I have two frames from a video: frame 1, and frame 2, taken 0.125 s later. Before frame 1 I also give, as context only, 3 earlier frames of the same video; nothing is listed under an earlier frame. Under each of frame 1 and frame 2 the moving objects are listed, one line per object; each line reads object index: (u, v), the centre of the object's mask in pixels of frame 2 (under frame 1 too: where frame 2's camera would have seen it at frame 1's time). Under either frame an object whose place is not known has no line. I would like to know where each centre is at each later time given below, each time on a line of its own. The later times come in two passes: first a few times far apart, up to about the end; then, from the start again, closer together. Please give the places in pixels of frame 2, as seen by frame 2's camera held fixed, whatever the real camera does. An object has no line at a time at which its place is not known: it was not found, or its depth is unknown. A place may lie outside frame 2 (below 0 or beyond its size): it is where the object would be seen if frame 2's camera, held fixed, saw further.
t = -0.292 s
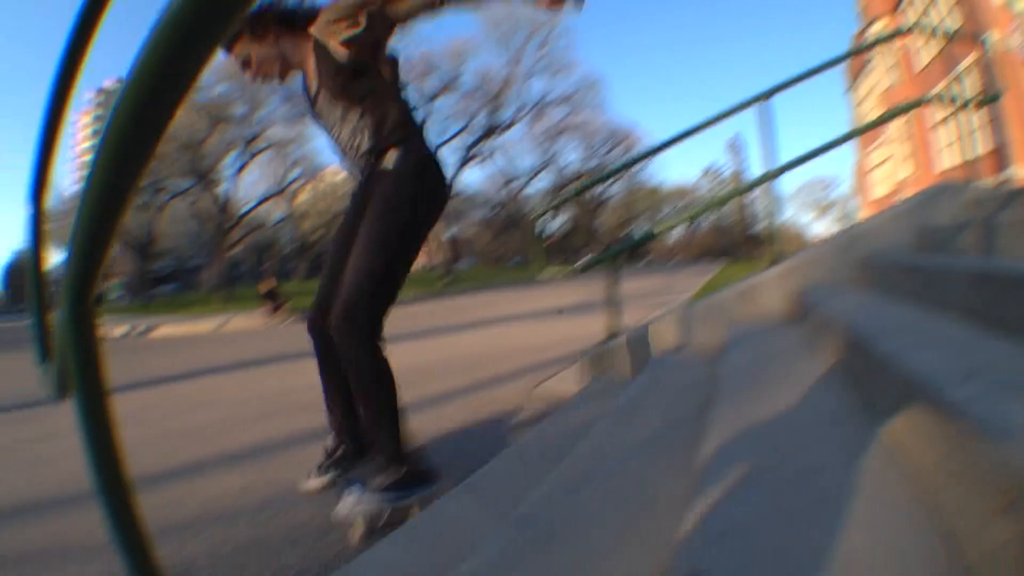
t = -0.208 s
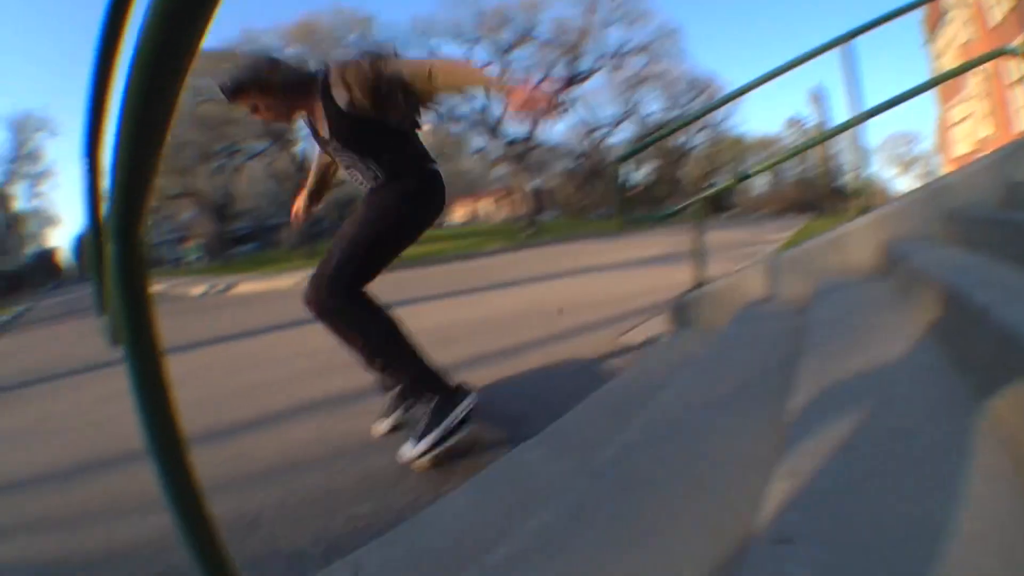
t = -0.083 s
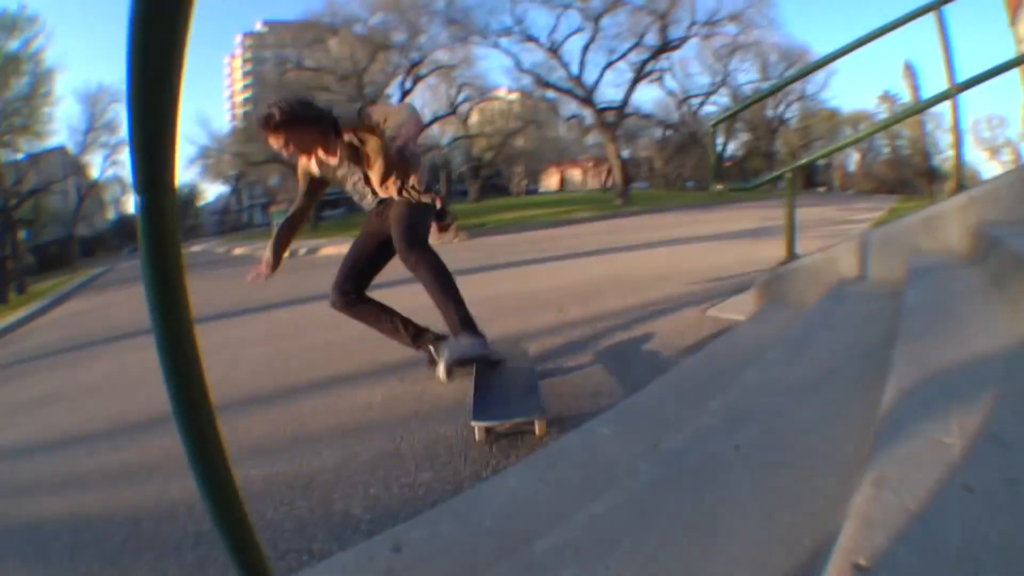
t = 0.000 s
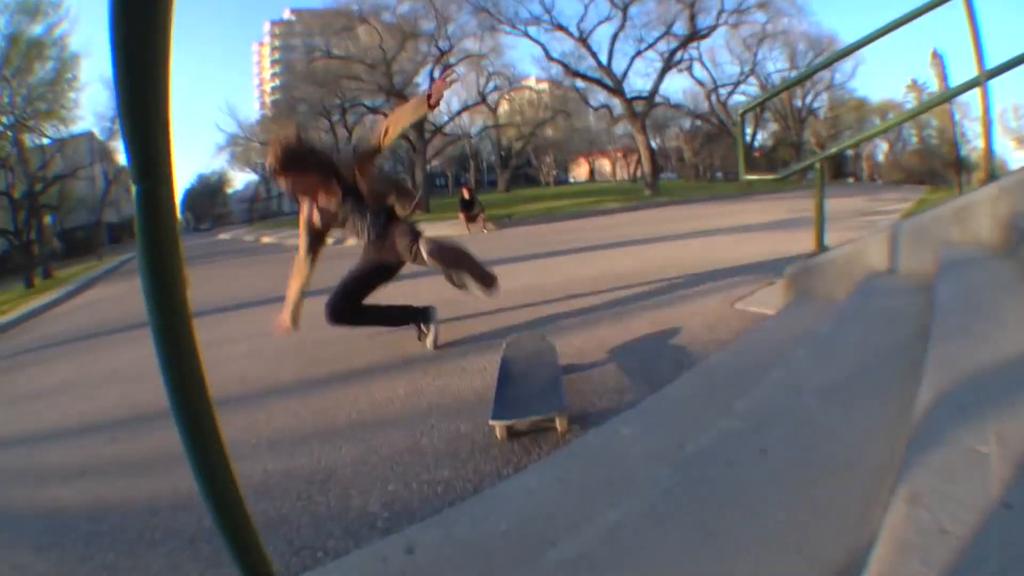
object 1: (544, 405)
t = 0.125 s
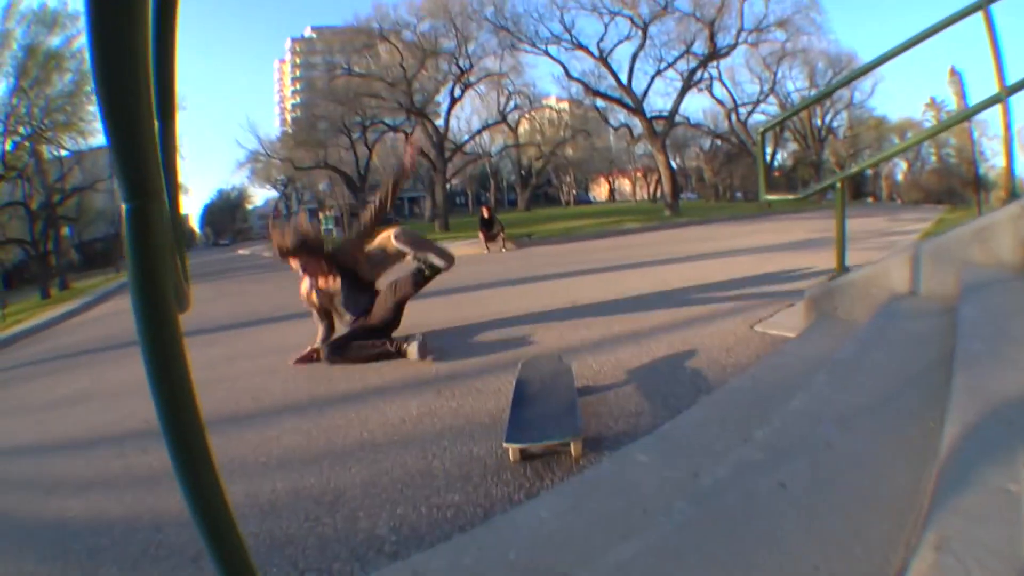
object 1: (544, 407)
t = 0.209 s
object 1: (544, 407)
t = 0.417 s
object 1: (547, 402)
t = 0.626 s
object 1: (547, 394)
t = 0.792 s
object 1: (545, 390)
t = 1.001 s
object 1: (544, 385)
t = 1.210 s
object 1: (544, 381)
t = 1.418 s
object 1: (544, 376)
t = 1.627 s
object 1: (545, 371)
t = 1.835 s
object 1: (545, 365)
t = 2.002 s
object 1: (545, 362)
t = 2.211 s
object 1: (545, 356)
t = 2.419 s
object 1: (545, 350)
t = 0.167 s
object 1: (544, 407)
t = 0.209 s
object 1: (544, 407)
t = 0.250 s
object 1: (544, 406)
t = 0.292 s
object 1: (544, 405)
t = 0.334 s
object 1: (545, 404)
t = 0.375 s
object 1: (546, 403)
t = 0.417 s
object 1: (547, 402)
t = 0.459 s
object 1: (548, 401)
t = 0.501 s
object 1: (548, 399)
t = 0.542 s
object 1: (548, 398)
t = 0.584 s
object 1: (547, 396)
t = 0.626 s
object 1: (547, 394)
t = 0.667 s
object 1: (546, 393)
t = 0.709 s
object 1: (546, 392)
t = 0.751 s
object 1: (545, 391)
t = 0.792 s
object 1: (545, 390)
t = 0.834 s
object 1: (544, 389)
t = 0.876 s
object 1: (544, 388)
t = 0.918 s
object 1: (544, 387)
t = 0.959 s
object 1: (544, 386)
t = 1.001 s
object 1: (544, 385)
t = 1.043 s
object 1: (544, 384)
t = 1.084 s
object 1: (544, 383)
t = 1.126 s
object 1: (544, 383)
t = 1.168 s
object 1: (544, 382)
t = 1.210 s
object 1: (544, 381)
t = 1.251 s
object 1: (544, 380)
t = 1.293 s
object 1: (544, 380)
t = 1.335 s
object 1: (544, 379)
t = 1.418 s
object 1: (544, 376)
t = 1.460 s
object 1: (544, 375)
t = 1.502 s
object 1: (545, 373)
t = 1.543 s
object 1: (545, 372)
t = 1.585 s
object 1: (545, 372)
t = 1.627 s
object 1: (545, 371)
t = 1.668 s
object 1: (545, 370)
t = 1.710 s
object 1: (545, 368)
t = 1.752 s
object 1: (545, 367)
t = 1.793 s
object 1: (545, 366)
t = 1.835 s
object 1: (545, 365)
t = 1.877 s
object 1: (545, 365)
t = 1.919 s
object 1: (544, 364)
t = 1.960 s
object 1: (545, 363)
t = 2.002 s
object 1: (545, 362)
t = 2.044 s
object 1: (545, 361)
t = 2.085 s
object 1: (545, 359)
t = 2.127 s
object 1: (545, 359)
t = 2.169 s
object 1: (545, 357)
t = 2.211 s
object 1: (545, 356)
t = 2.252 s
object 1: (545, 355)
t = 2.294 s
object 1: (545, 354)
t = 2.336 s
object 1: (545, 353)
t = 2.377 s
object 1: (545, 352)
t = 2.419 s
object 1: (545, 350)
